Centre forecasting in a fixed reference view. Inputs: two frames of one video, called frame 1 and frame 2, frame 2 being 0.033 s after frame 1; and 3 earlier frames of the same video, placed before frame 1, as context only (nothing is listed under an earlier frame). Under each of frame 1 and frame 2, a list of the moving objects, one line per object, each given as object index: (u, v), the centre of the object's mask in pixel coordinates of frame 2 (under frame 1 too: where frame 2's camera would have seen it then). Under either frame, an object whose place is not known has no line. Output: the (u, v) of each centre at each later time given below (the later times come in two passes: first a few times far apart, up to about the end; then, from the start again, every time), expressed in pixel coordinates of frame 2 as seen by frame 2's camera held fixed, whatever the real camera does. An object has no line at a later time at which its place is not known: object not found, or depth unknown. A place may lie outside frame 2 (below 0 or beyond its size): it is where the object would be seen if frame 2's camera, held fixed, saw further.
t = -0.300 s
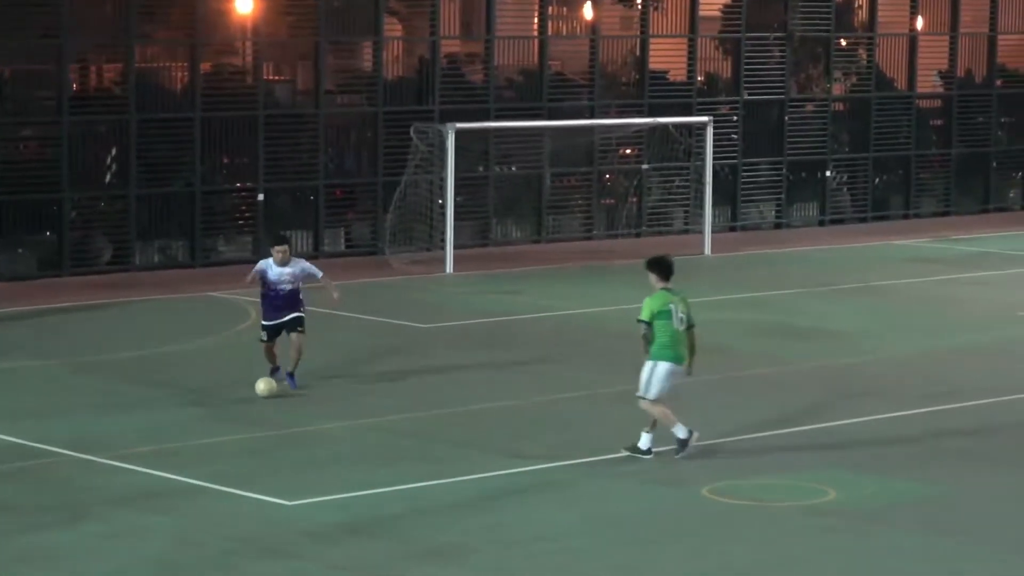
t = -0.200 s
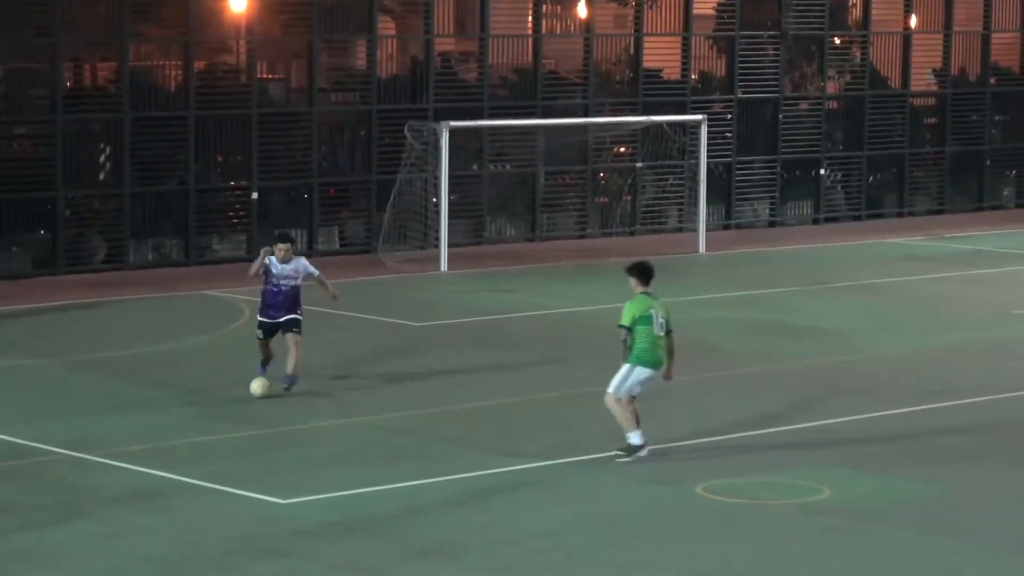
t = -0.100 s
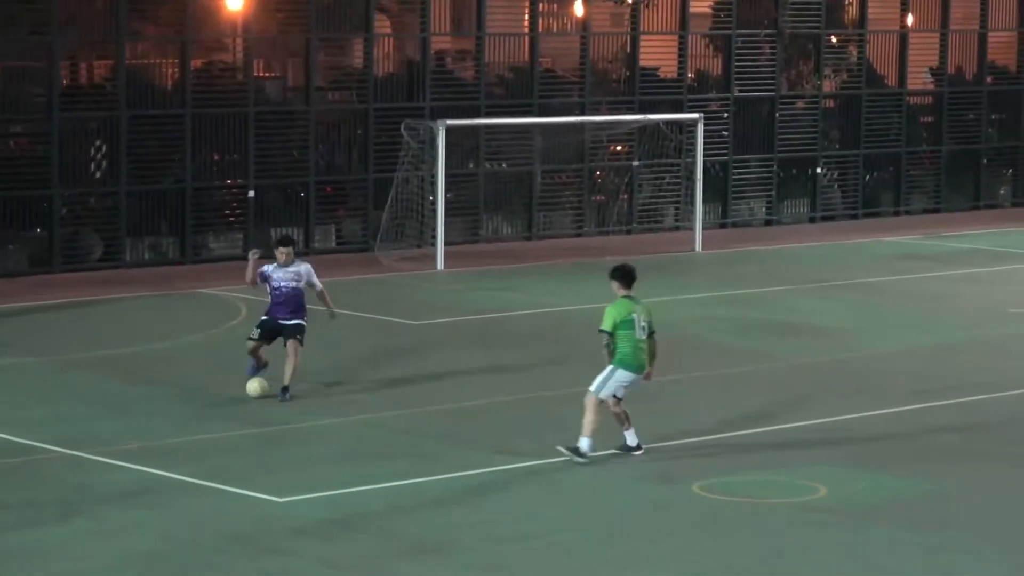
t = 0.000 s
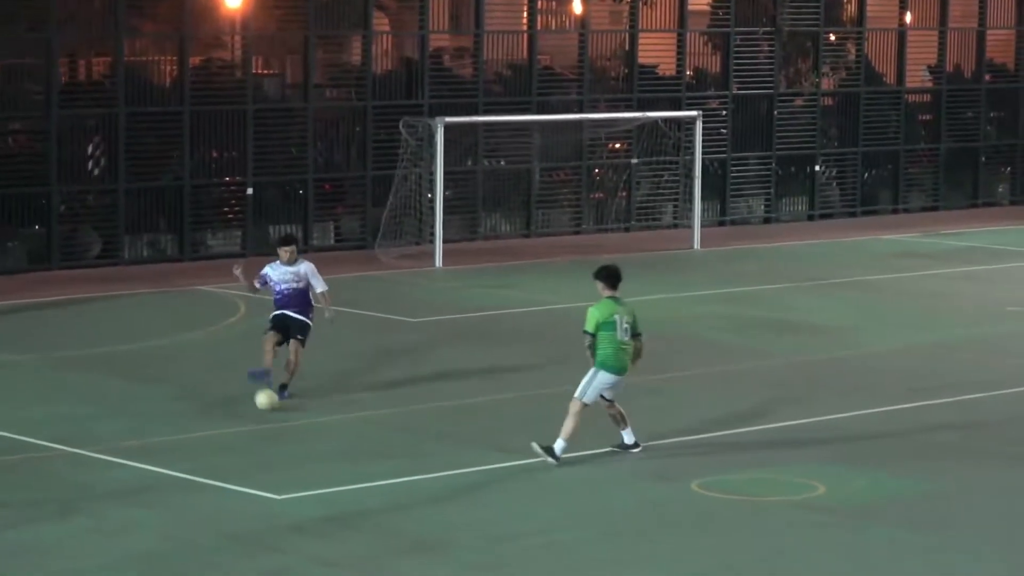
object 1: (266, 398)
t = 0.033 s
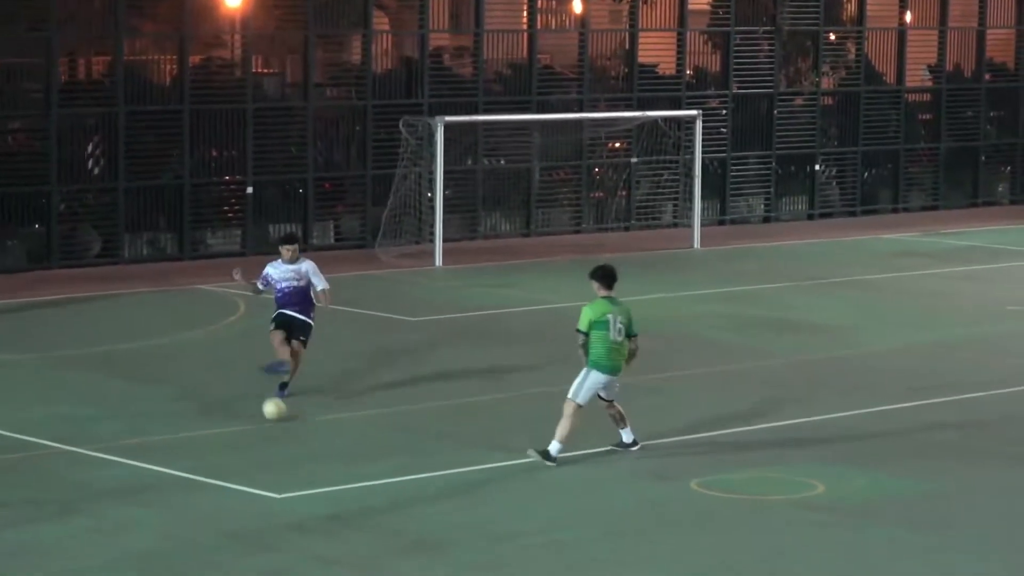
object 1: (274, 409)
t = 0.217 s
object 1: (325, 463)
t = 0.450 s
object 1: (405, 531)
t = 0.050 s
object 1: (278, 414)
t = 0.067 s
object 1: (282, 418)
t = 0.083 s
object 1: (287, 423)
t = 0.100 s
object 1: (291, 428)
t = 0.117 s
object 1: (295, 433)
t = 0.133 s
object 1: (300, 438)
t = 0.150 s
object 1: (305, 445)
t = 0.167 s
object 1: (310, 450)
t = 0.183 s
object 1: (315, 454)
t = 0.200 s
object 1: (320, 458)
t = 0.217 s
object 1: (325, 463)
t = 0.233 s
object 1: (330, 468)
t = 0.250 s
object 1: (334, 474)
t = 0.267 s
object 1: (341, 480)
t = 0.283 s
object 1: (347, 483)
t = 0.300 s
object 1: (353, 488)
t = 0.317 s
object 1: (358, 493)
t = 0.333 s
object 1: (364, 498)
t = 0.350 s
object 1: (371, 503)
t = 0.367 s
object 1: (377, 509)
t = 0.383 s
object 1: (382, 513)
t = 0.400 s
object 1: (388, 518)
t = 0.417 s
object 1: (393, 522)
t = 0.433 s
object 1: (399, 526)
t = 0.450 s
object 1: (405, 531)
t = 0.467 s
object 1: (411, 537)
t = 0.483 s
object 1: (417, 542)
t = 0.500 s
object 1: (423, 545)
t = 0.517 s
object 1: (428, 548)
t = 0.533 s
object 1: (434, 554)
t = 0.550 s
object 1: (439, 558)
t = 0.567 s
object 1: (444, 562)
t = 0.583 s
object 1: (450, 568)
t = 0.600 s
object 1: (456, 573)
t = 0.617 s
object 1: (461, 576)
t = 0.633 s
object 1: (467, 579)
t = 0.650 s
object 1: (474, 583)
